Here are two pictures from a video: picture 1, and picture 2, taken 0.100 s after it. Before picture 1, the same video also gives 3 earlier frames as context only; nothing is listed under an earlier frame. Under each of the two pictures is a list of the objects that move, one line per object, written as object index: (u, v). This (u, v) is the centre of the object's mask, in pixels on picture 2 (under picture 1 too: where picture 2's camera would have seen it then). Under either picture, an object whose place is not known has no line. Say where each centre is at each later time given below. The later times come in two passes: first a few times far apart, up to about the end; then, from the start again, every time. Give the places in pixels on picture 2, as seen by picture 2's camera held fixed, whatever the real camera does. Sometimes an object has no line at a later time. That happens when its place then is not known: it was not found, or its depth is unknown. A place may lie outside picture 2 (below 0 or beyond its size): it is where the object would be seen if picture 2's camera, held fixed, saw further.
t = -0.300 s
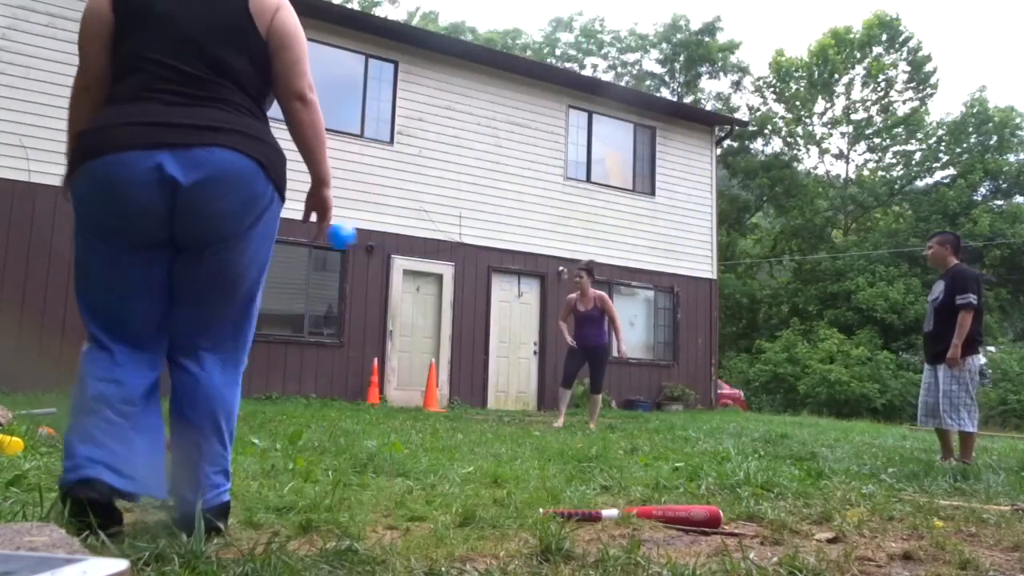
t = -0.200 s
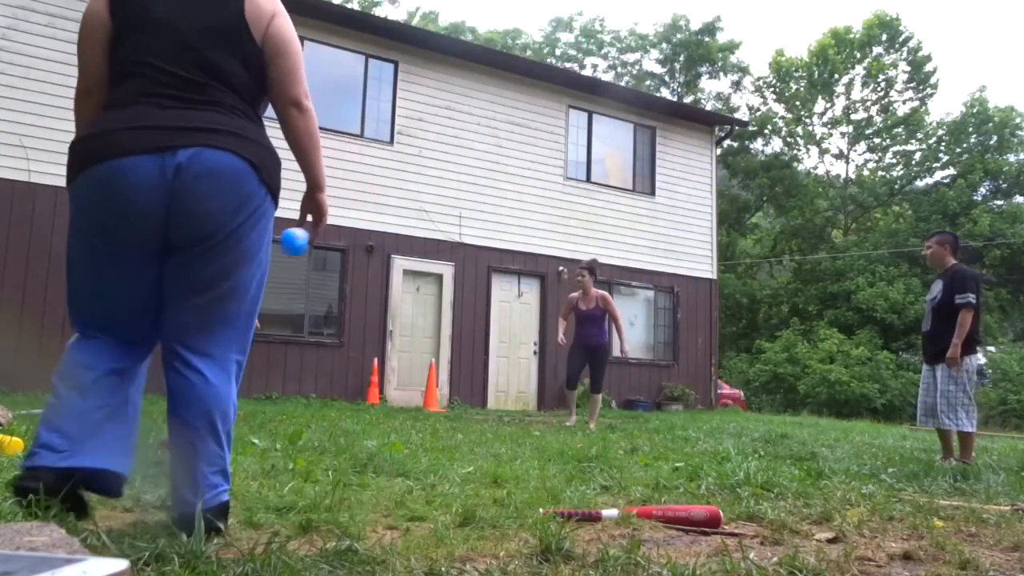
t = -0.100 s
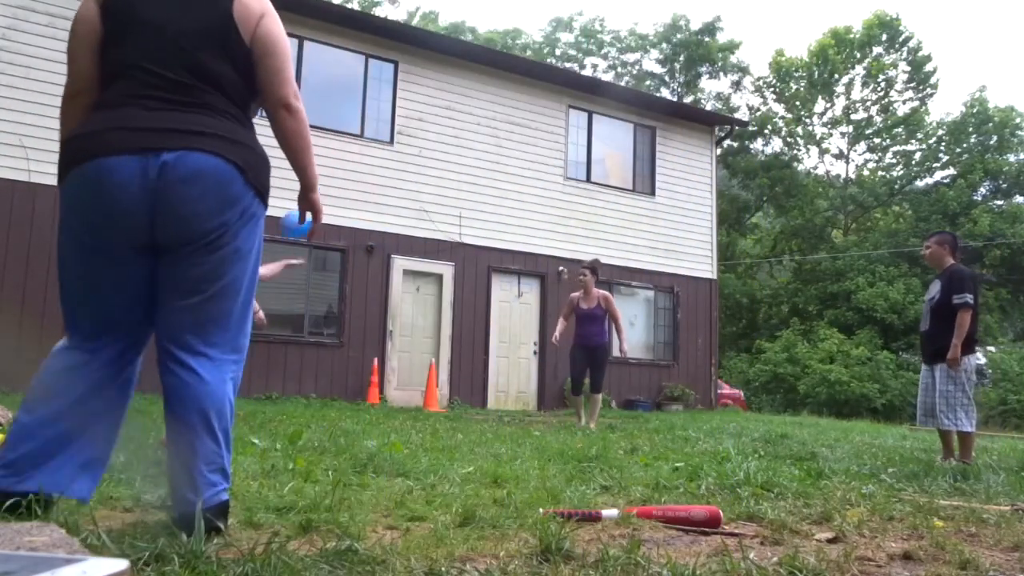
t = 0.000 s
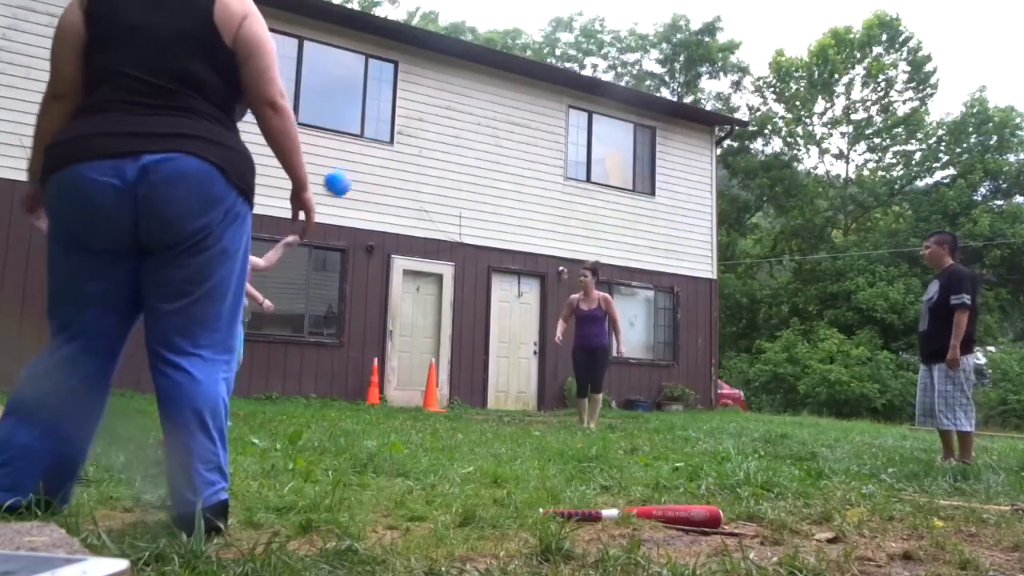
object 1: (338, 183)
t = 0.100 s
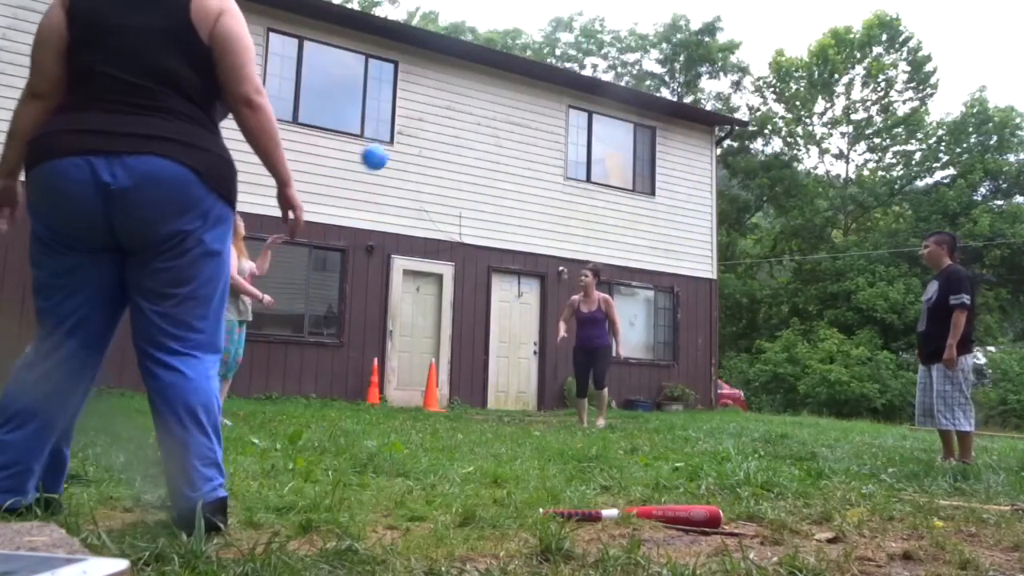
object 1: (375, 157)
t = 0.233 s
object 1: (415, 138)
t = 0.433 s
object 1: (468, 141)
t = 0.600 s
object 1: (506, 170)
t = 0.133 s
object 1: (385, 149)
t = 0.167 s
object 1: (396, 143)
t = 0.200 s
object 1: (404, 140)
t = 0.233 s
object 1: (415, 138)
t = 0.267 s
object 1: (424, 136)
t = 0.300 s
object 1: (434, 134)
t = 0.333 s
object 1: (442, 134)
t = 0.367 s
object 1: (450, 136)
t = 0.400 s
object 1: (459, 138)
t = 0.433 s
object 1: (468, 141)
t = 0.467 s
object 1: (476, 145)
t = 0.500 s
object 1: (483, 150)
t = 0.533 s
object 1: (490, 155)
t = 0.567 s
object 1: (498, 163)
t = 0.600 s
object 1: (506, 170)
